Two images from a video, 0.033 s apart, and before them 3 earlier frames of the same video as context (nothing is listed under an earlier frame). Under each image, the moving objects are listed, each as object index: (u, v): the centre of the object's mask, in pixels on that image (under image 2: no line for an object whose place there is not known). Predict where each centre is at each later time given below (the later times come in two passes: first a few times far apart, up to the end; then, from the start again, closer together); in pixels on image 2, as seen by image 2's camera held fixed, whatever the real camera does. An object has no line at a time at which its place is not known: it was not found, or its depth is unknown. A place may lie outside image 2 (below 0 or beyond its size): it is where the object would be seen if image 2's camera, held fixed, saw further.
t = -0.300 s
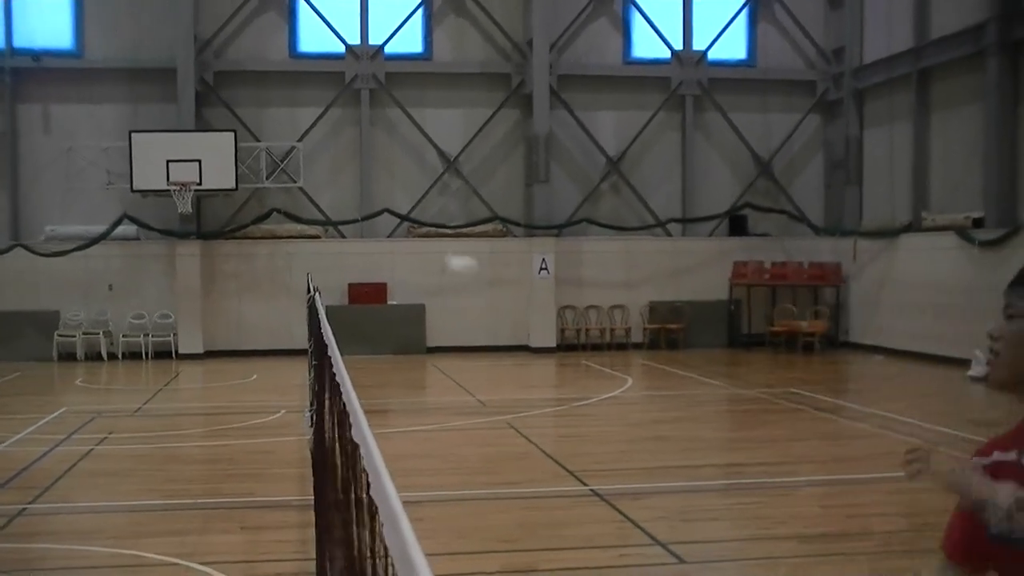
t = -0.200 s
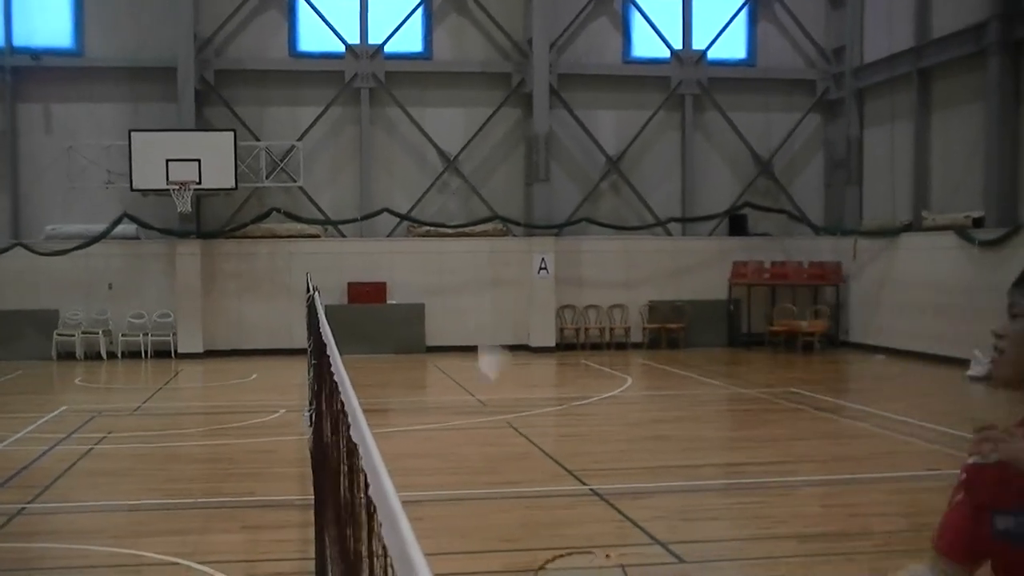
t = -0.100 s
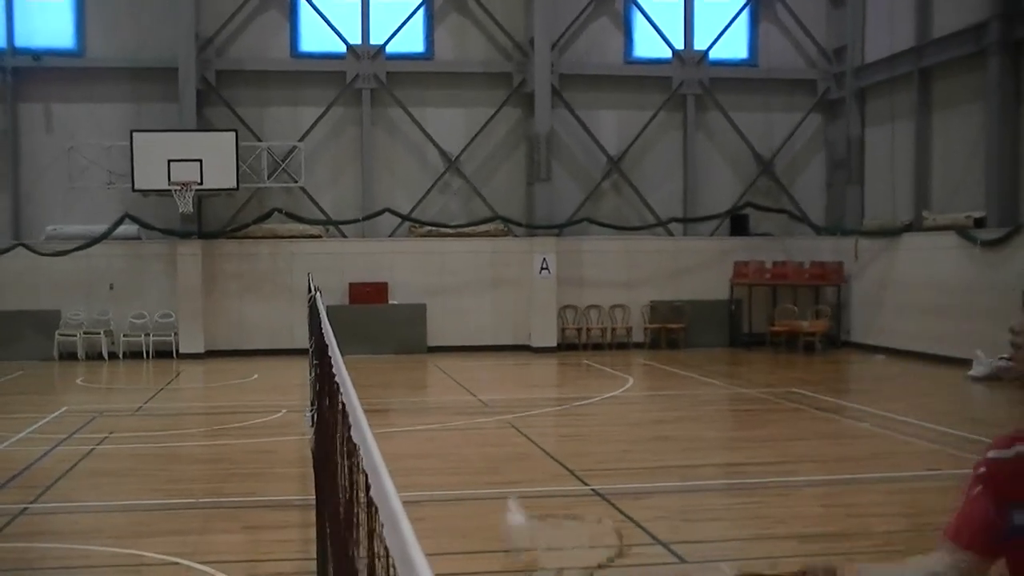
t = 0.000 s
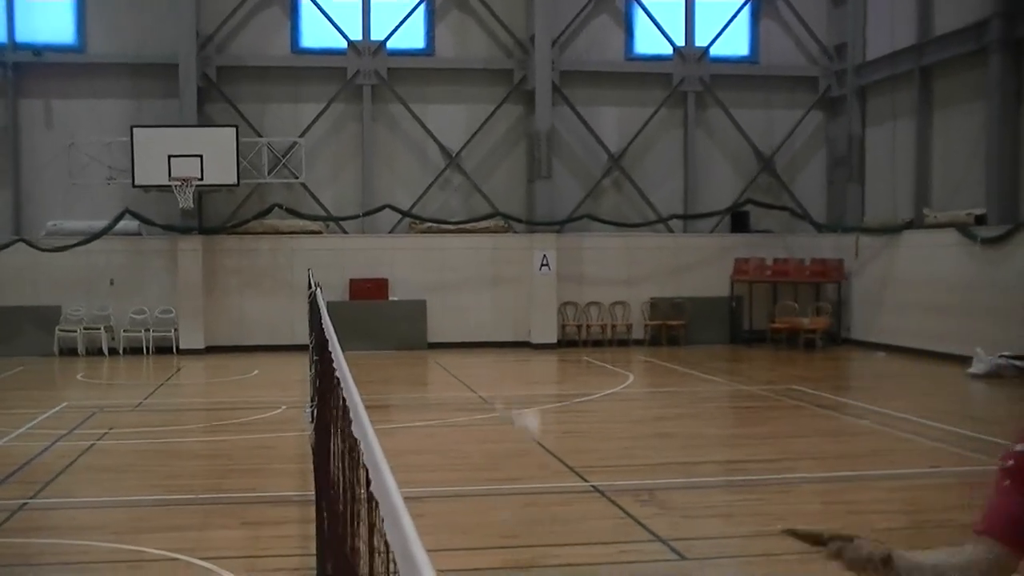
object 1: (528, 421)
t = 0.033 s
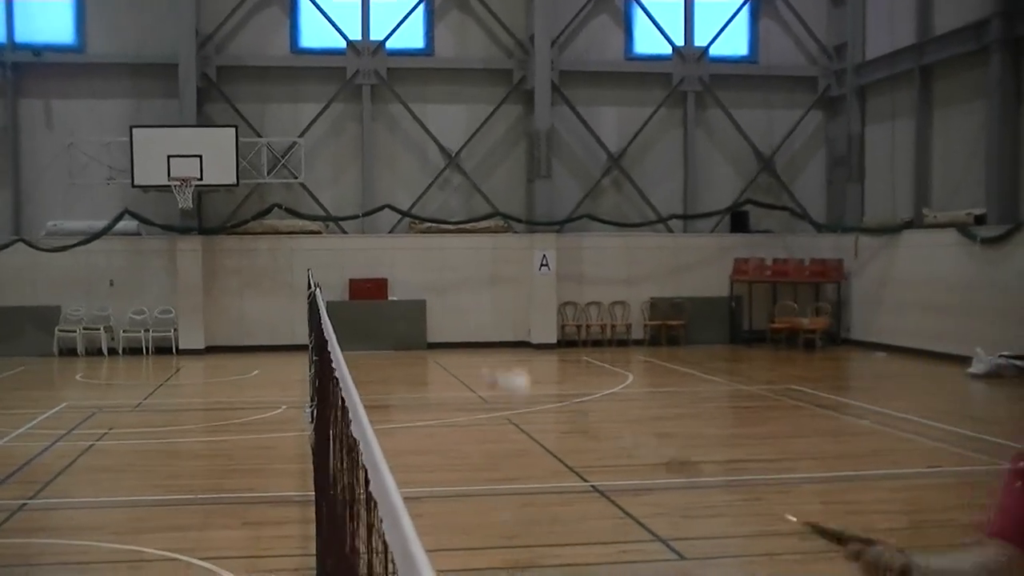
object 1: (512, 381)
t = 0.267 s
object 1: (406, 273)
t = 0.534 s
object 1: (275, 558)
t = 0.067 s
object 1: (502, 346)
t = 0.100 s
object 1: (489, 325)
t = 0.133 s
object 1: (471, 299)
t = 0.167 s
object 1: (458, 285)
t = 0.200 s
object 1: (440, 276)
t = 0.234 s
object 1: (425, 274)
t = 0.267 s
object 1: (406, 273)
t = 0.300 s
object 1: (393, 293)
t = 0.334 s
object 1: (375, 315)
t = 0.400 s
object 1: (327, 359)
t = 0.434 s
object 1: (297, 393)
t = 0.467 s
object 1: (282, 460)
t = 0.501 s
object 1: (281, 519)
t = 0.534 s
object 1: (275, 558)
